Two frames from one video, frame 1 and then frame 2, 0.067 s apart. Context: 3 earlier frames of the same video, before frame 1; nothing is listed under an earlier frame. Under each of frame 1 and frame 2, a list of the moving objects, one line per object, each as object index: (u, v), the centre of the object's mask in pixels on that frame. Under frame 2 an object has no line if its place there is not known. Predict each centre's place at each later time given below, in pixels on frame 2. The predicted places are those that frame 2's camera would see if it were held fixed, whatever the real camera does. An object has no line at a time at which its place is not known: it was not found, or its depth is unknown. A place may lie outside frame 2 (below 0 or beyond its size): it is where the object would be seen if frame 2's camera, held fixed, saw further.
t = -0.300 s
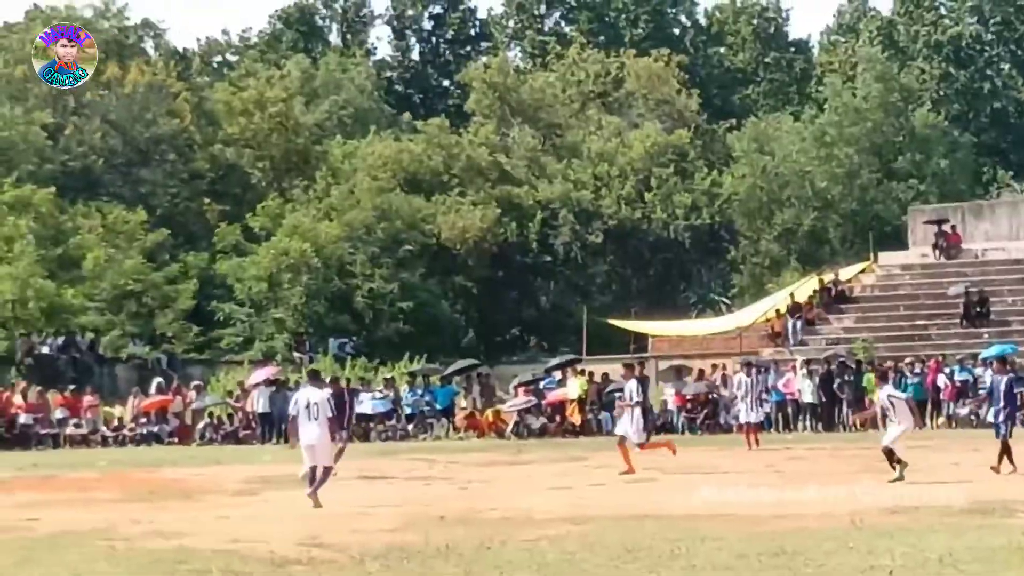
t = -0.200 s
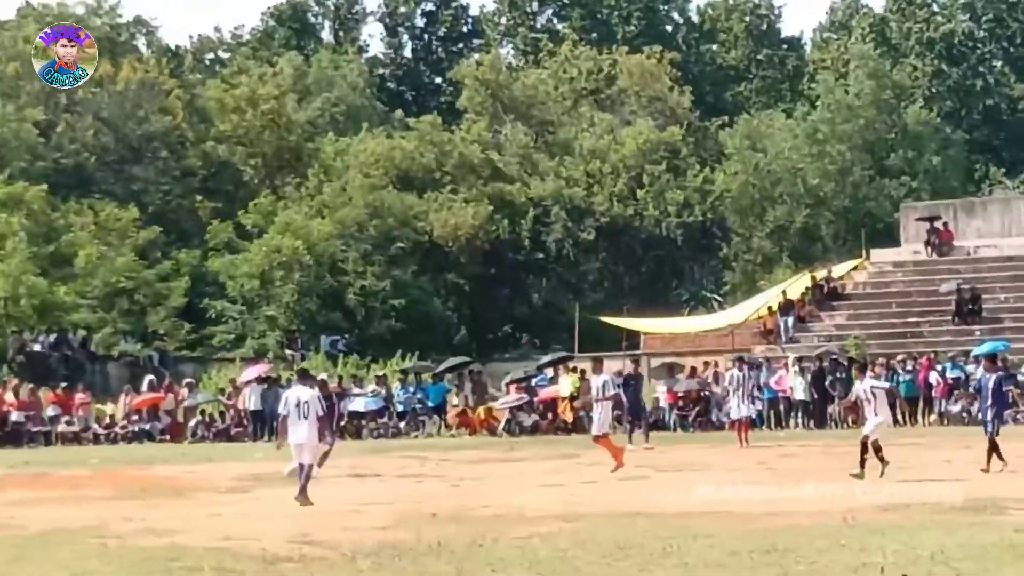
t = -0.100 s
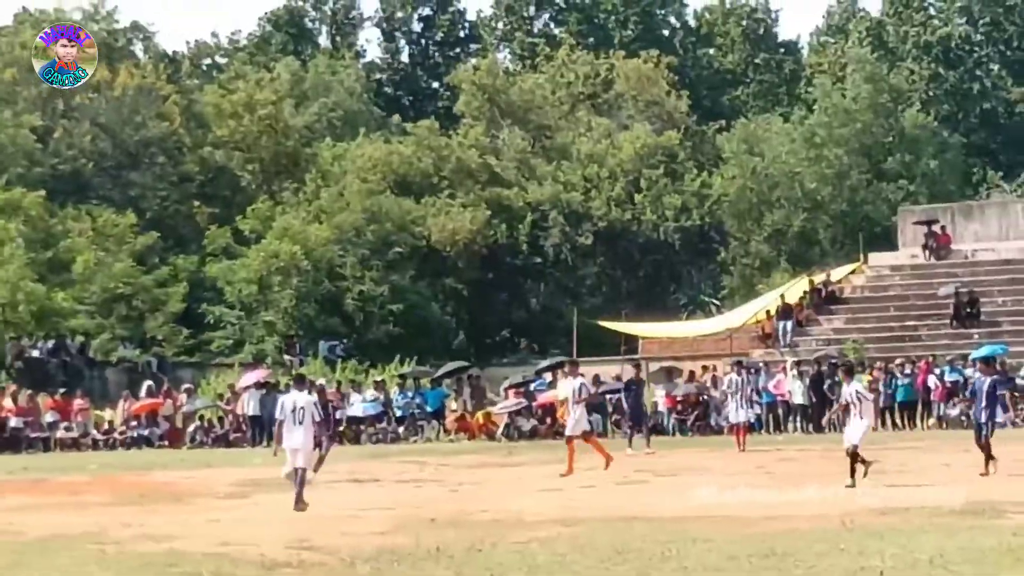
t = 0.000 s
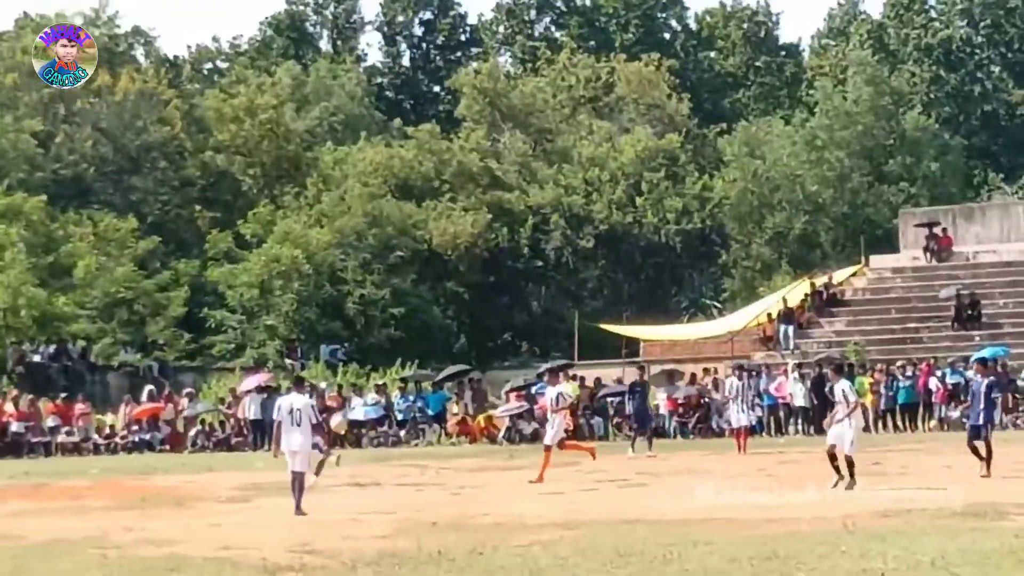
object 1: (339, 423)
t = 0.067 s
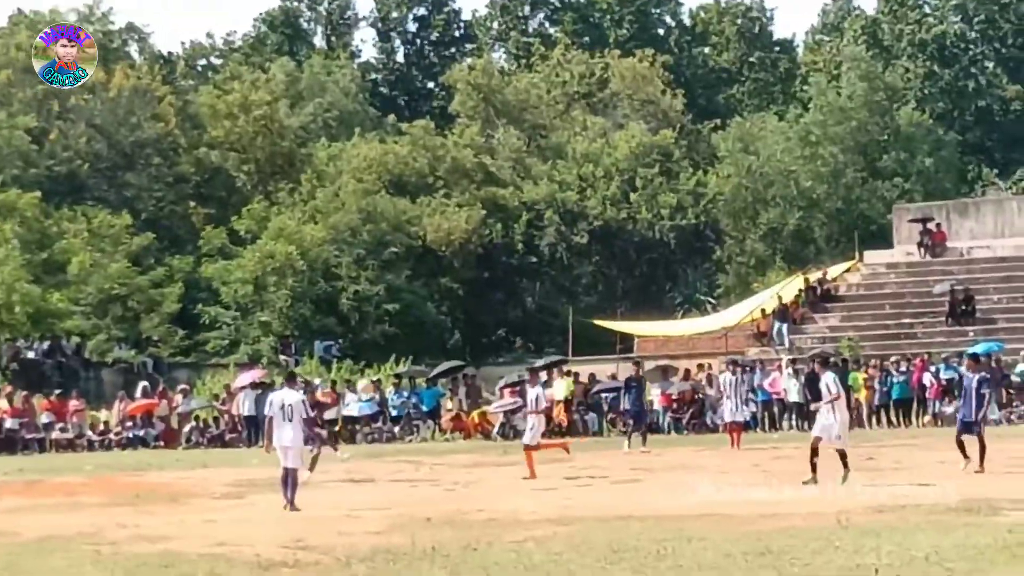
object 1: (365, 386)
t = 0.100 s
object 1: (378, 370)
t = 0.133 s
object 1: (393, 355)
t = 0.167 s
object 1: (406, 338)
